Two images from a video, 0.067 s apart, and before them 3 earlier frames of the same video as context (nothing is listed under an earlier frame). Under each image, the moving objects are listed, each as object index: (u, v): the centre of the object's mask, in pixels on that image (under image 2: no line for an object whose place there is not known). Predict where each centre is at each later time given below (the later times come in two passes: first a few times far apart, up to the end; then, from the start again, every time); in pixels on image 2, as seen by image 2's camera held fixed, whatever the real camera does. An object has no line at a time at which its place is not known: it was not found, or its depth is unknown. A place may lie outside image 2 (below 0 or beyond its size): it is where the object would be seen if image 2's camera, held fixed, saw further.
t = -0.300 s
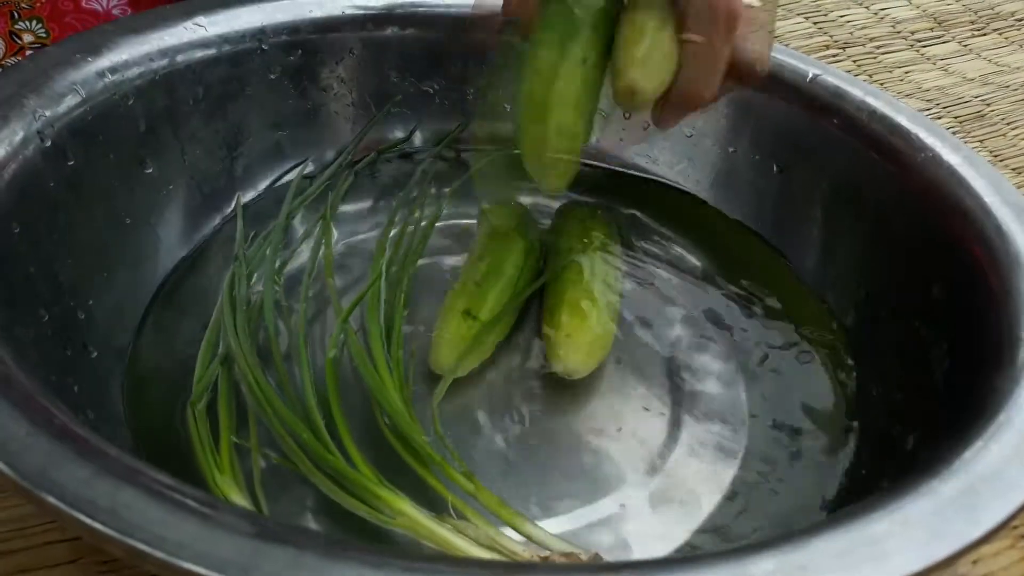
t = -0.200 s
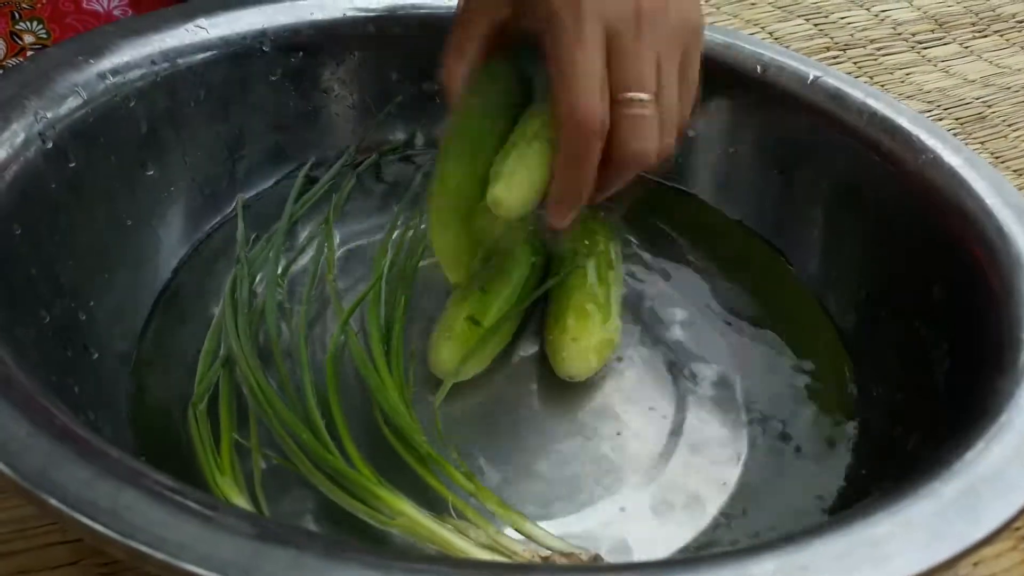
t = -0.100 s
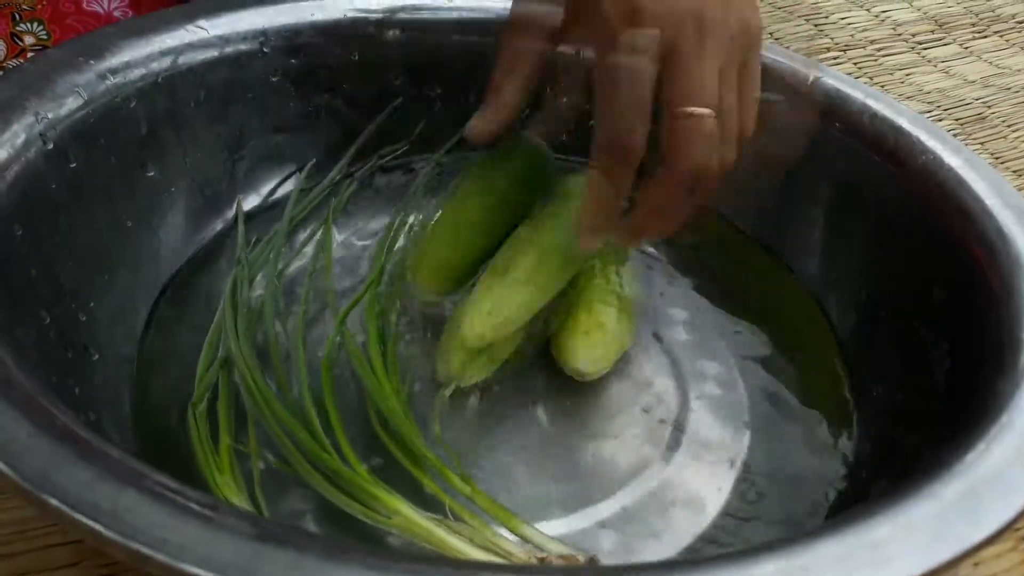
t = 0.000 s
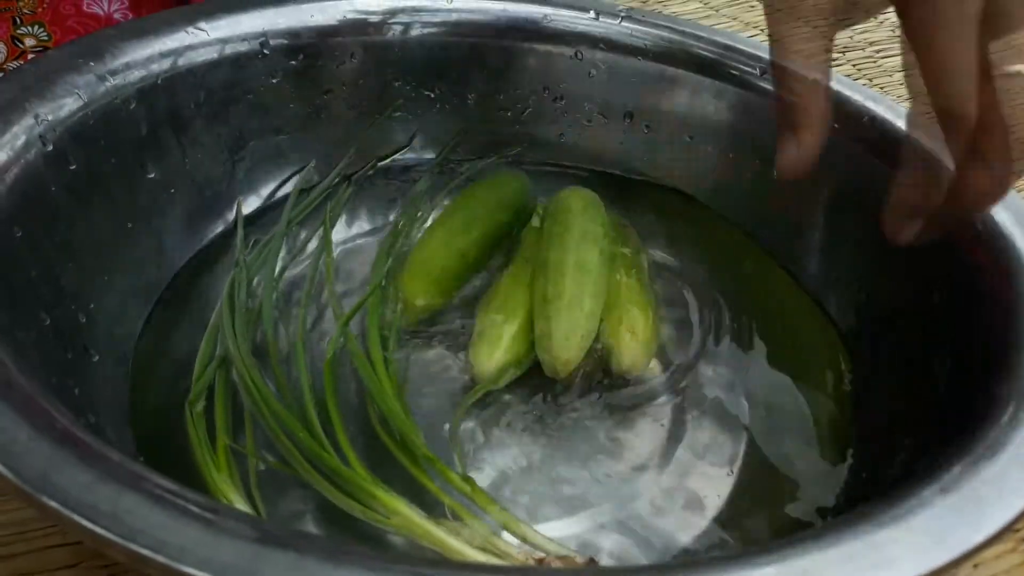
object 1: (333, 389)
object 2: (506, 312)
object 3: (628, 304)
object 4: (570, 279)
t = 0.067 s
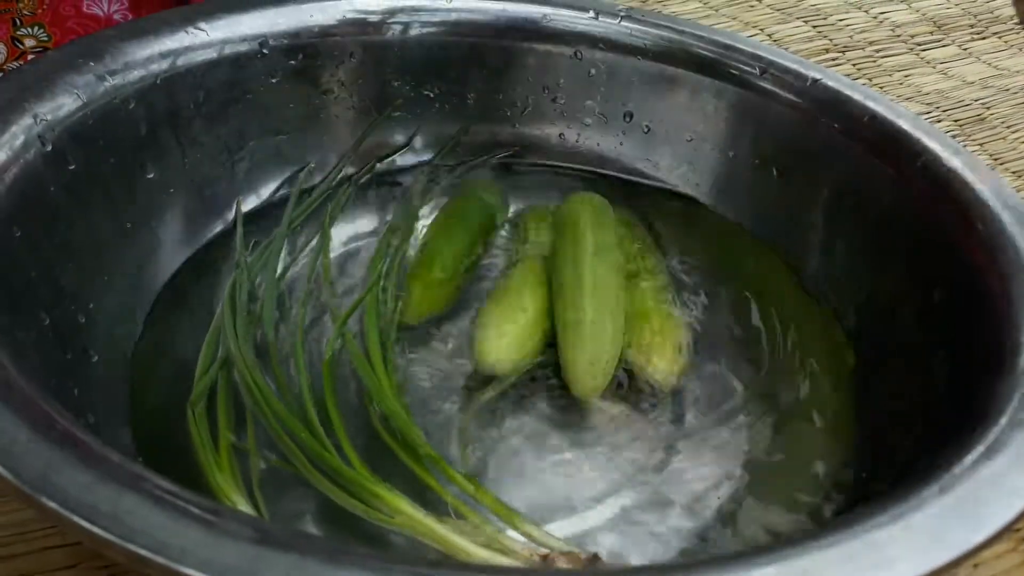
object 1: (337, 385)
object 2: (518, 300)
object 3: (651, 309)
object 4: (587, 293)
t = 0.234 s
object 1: (348, 375)
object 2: (529, 295)
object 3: (681, 314)
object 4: (606, 333)
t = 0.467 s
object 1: (338, 384)
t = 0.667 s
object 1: (327, 368)
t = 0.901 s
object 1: (338, 383)
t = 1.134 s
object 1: (340, 383)
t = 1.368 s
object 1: (338, 385)
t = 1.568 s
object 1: (334, 370)
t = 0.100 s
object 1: (343, 385)
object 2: (521, 296)
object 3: (657, 310)
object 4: (593, 298)
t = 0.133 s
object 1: (344, 389)
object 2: (522, 296)
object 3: (661, 309)
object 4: (595, 307)
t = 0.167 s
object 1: (345, 391)
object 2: (524, 296)
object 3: (667, 310)
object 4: (599, 313)
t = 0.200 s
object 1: (346, 388)
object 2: (527, 295)
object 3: (674, 310)
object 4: (603, 323)
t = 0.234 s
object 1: (348, 375)
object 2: (529, 295)
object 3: (681, 314)
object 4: (606, 333)
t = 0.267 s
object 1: (348, 387)
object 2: (529, 296)
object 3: (681, 310)
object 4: (607, 333)
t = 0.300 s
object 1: (346, 386)
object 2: (529, 295)
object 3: (681, 307)
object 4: (606, 334)
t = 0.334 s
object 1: (344, 385)
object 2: (528, 292)
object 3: (681, 306)
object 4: (606, 333)
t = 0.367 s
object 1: (341, 388)
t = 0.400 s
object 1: (339, 390)
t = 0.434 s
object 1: (339, 387)
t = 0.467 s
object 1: (338, 384)
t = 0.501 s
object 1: (336, 386)
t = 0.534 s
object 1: (333, 387)
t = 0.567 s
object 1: (331, 374)
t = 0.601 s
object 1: (329, 373)
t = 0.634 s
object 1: (328, 371)
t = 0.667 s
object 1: (327, 368)
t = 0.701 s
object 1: (326, 378)
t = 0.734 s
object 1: (327, 378)
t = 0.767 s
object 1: (329, 379)
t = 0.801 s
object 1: (331, 380)
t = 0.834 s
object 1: (333, 381)
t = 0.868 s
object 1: (336, 381)
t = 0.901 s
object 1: (338, 383)
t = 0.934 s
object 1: (339, 383)
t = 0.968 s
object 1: (340, 383)
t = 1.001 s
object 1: (340, 383)
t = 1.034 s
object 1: (340, 383)
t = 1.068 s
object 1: (340, 383)
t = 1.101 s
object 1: (340, 383)
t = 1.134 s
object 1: (340, 383)
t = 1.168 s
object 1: (340, 384)
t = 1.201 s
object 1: (339, 385)
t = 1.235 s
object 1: (339, 385)
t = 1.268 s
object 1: (338, 385)
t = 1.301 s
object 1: (337, 385)
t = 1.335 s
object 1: (339, 385)
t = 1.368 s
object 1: (338, 385)
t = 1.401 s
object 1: (337, 384)
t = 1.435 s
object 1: (336, 383)
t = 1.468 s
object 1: (333, 384)
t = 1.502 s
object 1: (331, 380)
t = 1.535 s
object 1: (331, 379)
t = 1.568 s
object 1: (334, 370)
